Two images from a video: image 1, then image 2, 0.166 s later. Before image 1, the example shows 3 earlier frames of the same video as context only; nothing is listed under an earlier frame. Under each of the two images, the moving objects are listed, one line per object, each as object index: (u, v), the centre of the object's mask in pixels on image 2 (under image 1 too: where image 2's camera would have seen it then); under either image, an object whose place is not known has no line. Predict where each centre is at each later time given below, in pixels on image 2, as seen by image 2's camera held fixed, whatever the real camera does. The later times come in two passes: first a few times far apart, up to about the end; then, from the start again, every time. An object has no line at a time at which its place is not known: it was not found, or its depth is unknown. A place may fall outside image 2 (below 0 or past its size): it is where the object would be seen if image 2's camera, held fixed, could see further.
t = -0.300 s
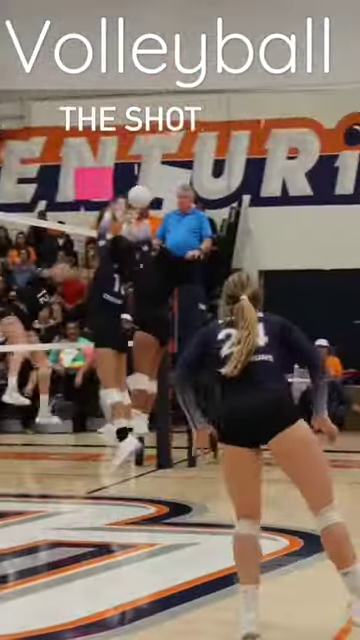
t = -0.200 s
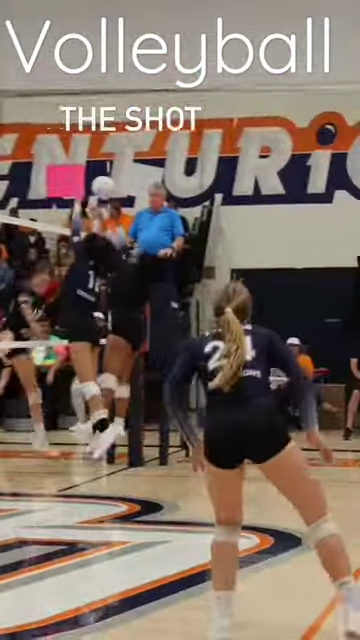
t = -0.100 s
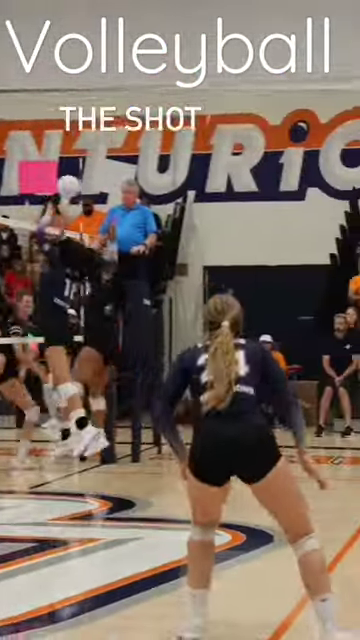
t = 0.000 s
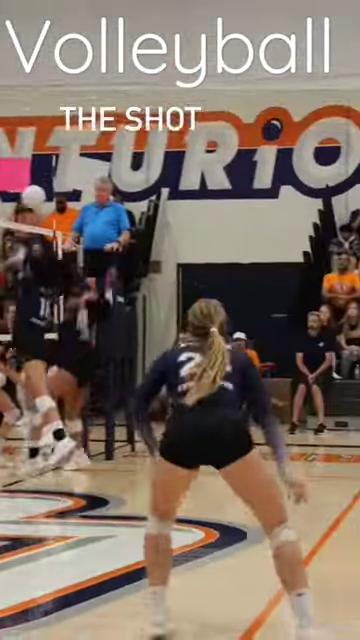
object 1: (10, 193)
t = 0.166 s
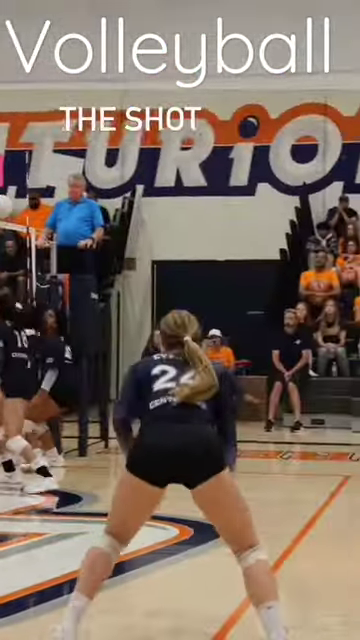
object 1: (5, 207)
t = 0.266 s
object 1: (1, 208)
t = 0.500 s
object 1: (11, 216)
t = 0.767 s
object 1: (33, 267)
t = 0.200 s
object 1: (3, 206)
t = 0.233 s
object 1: (1, 206)
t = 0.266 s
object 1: (1, 208)
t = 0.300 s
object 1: (2, 210)
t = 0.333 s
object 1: (3, 210)
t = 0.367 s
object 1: (3, 210)
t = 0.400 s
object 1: (4, 210)
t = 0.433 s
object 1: (7, 212)
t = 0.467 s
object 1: (9, 213)
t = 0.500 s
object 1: (11, 216)
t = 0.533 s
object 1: (15, 218)
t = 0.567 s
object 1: (18, 222)
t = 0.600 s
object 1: (20, 226)
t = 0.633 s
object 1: (22, 232)
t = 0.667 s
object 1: (25, 240)
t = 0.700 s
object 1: (28, 247)
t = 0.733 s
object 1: (31, 256)
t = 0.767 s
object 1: (33, 267)
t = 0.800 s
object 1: (35, 278)
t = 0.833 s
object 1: (37, 291)
